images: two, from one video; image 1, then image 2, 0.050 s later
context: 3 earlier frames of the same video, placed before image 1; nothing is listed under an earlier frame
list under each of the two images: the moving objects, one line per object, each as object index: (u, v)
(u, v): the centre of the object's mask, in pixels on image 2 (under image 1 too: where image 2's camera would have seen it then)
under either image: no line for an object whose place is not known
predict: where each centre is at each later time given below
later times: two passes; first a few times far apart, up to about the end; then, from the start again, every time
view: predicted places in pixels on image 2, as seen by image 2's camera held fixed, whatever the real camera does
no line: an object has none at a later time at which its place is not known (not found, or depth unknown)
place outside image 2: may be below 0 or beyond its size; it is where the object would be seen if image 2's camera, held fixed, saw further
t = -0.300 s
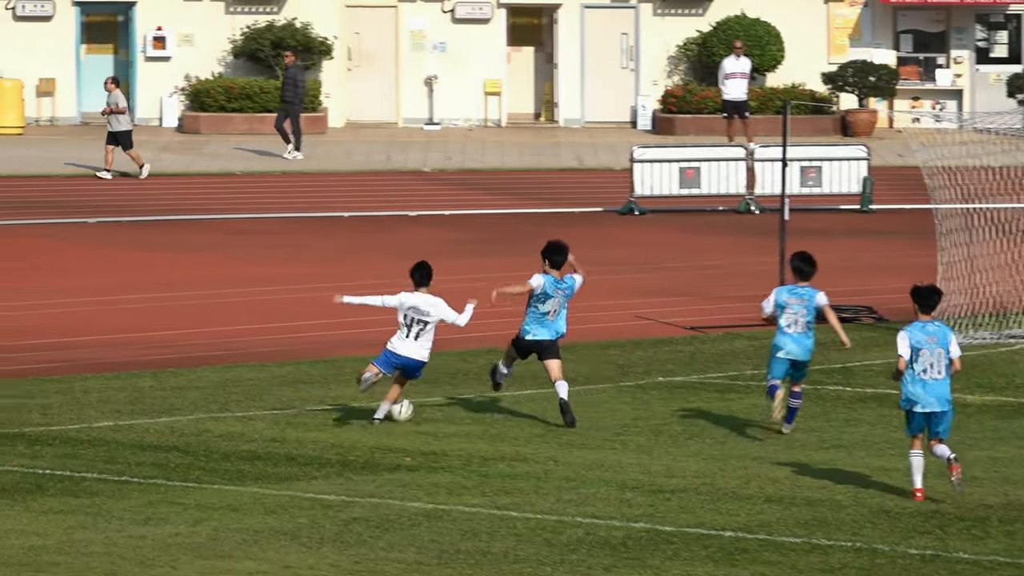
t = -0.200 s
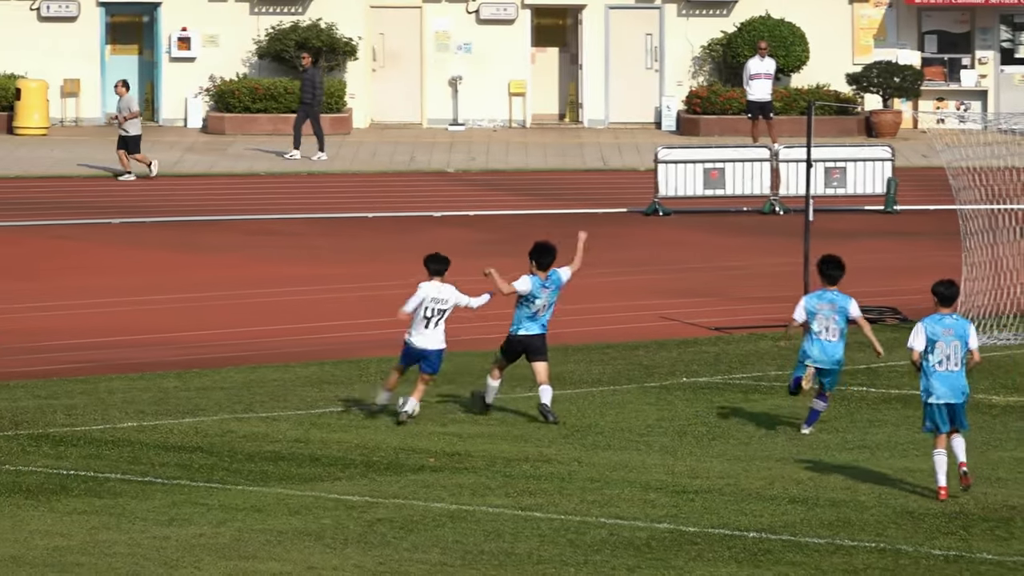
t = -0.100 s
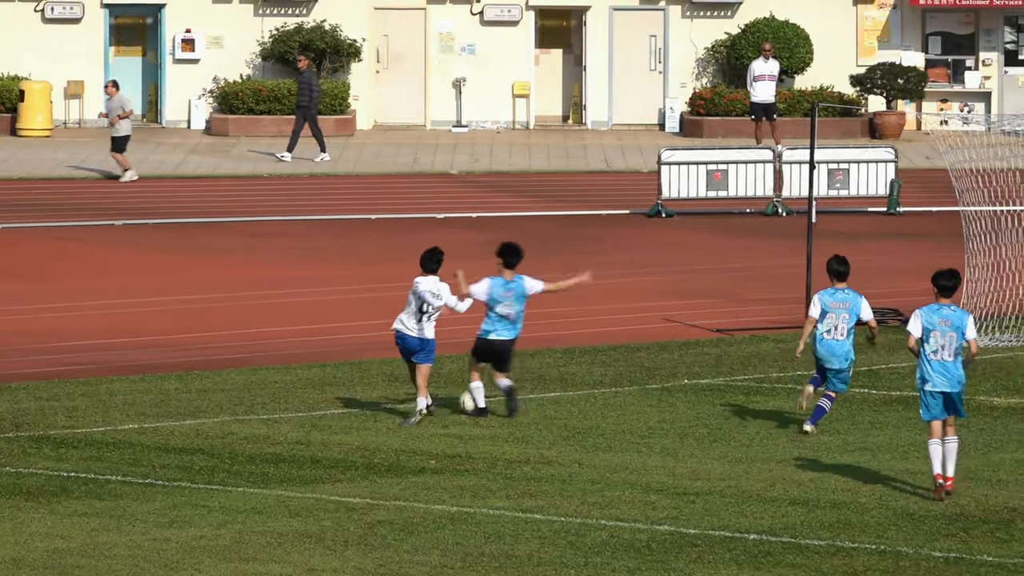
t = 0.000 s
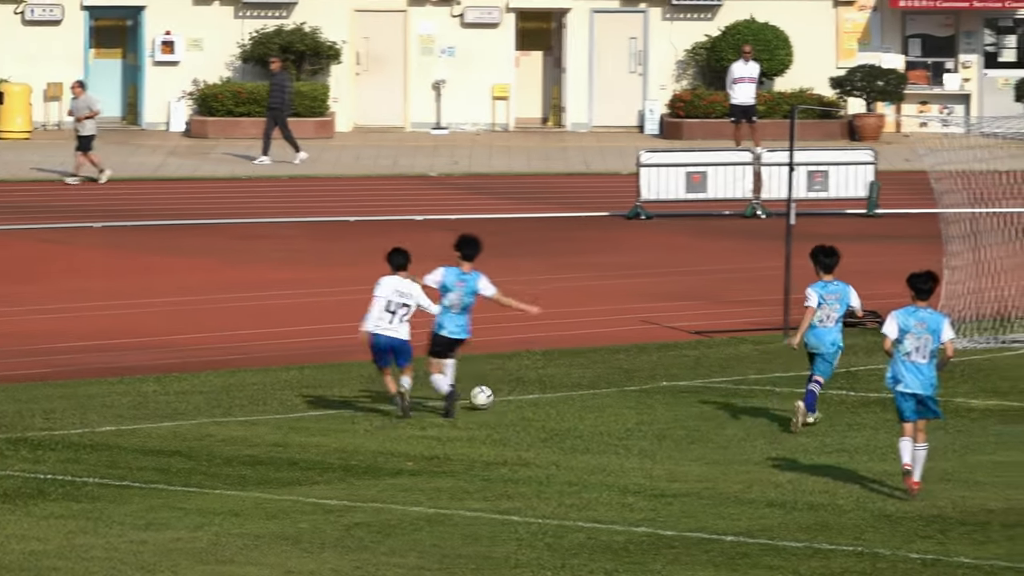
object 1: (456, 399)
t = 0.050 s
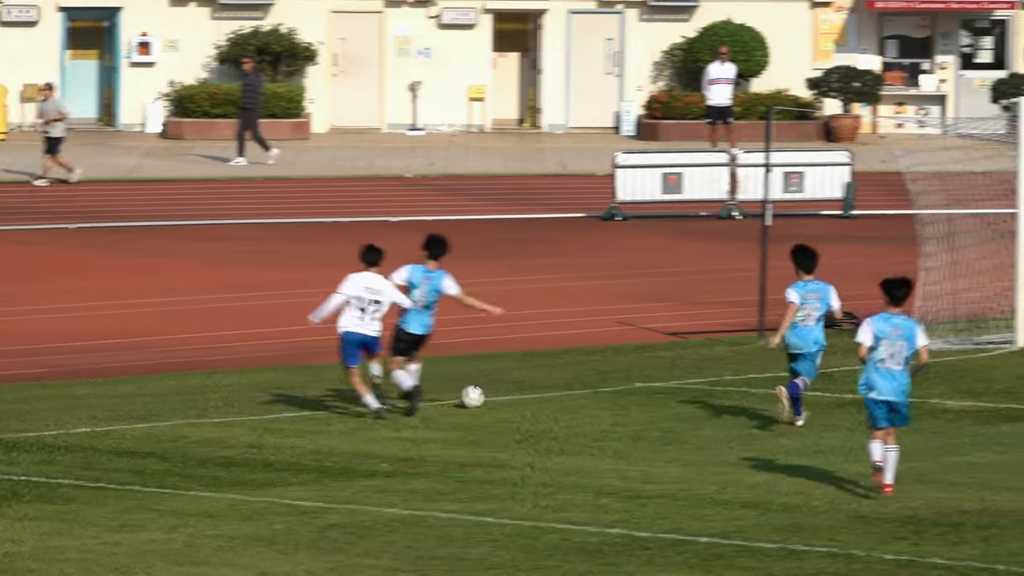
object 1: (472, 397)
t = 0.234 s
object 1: (524, 385)
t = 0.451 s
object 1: (581, 375)
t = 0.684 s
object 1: (640, 368)
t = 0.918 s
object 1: (692, 361)
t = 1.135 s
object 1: (739, 356)
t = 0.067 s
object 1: (477, 395)
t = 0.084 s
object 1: (482, 393)
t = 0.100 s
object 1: (486, 392)
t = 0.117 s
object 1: (491, 391)
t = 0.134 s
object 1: (496, 390)
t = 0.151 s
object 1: (501, 389)
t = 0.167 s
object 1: (506, 389)
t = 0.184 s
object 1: (510, 389)
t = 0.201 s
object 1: (515, 389)
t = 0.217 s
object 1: (520, 387)
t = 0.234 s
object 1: (524, 385)
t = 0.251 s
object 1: (529, 384)
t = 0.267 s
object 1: (533, 383)
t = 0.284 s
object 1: (539, 381)
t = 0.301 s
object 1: (542, 381)
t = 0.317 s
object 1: (546, 380)
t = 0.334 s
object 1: (551, 380)
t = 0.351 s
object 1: (555, 381)
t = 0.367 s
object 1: (560, 381)
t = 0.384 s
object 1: (565, 381)
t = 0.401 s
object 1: (569, 379)
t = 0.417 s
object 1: (573, 377)
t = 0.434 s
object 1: (577, 376)
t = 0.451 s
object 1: (581, 375)
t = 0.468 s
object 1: (585, 374)
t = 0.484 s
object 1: (590, 373)
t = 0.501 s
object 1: (594, 373)
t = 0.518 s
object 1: (598, 372)
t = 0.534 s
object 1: (602, 372)
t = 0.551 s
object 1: (606, 372)
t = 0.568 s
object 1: (611, 373)
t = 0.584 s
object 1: (615, 374)
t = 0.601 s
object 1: (620, 373)
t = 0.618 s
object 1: (623, 371)
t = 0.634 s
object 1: (628, 370)
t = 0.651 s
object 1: (631, 369)
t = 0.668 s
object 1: (635, 369)
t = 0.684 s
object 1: (640, 368)
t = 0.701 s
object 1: (643, 368)
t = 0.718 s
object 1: (647, 367)
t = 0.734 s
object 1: (651, 367)
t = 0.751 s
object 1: (655, 367)
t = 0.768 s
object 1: (658, 367)
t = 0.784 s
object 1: (663, 365)
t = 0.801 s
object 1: (666, 364)
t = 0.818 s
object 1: (670, 363)
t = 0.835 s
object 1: (673, 361)
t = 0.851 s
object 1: (677, 361)
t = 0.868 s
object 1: (681, 360)
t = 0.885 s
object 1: (684, 360)
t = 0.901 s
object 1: (689, 360)
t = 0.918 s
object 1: (692, 361)
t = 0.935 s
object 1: (696, 361)
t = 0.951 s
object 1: (699, 361)
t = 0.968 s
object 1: (703, 360)
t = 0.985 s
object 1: (706, 360)
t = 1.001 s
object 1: (710, 359)
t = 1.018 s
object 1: (714, 358)
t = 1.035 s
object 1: (718, 358)
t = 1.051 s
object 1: (721, 358)
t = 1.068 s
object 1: (725, 357)
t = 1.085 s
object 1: (728, 357)
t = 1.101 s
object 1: (732, 357)
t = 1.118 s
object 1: (735, 357)
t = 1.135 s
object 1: (739, 356)
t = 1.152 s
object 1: (742, 355)
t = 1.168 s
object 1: (746, 354)
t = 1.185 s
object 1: (749, 353)
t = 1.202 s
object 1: (752, 353)
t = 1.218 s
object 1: (756, 353)
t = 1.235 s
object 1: (759, 353)
